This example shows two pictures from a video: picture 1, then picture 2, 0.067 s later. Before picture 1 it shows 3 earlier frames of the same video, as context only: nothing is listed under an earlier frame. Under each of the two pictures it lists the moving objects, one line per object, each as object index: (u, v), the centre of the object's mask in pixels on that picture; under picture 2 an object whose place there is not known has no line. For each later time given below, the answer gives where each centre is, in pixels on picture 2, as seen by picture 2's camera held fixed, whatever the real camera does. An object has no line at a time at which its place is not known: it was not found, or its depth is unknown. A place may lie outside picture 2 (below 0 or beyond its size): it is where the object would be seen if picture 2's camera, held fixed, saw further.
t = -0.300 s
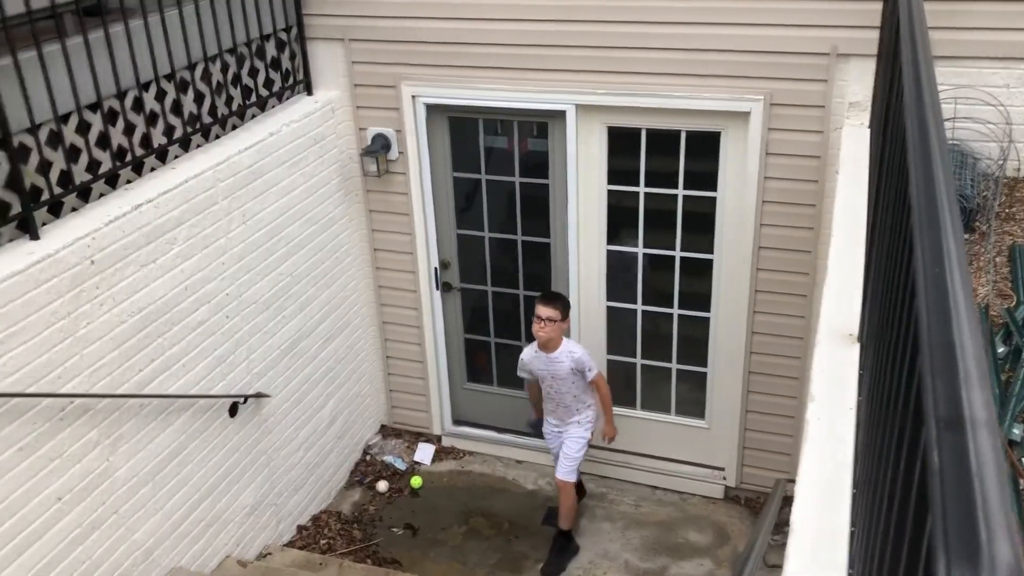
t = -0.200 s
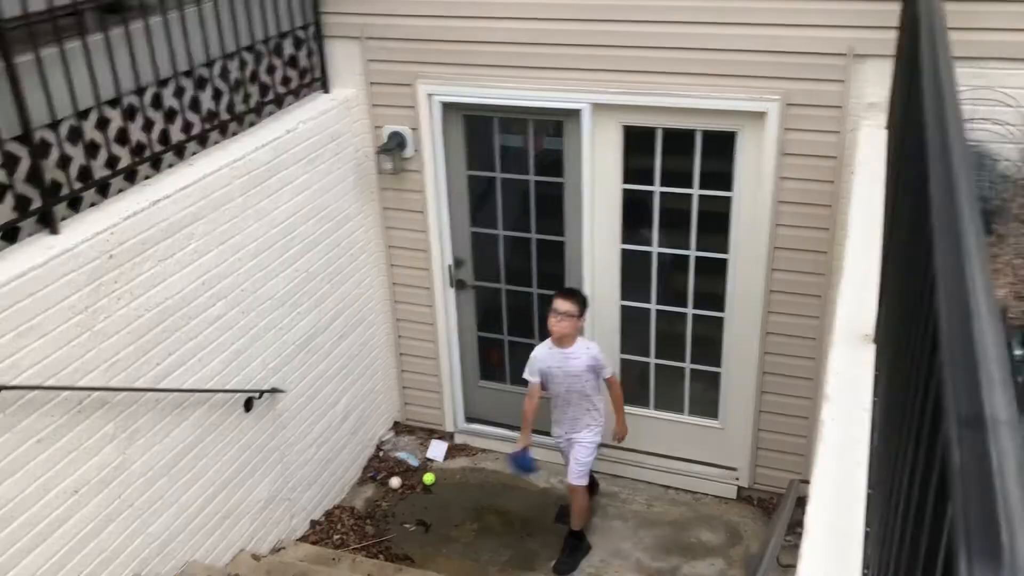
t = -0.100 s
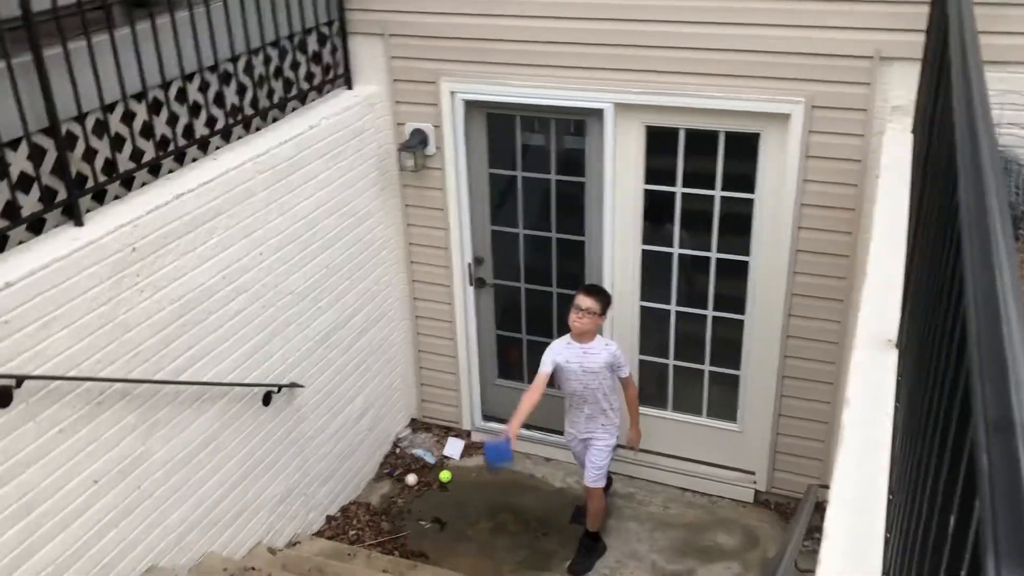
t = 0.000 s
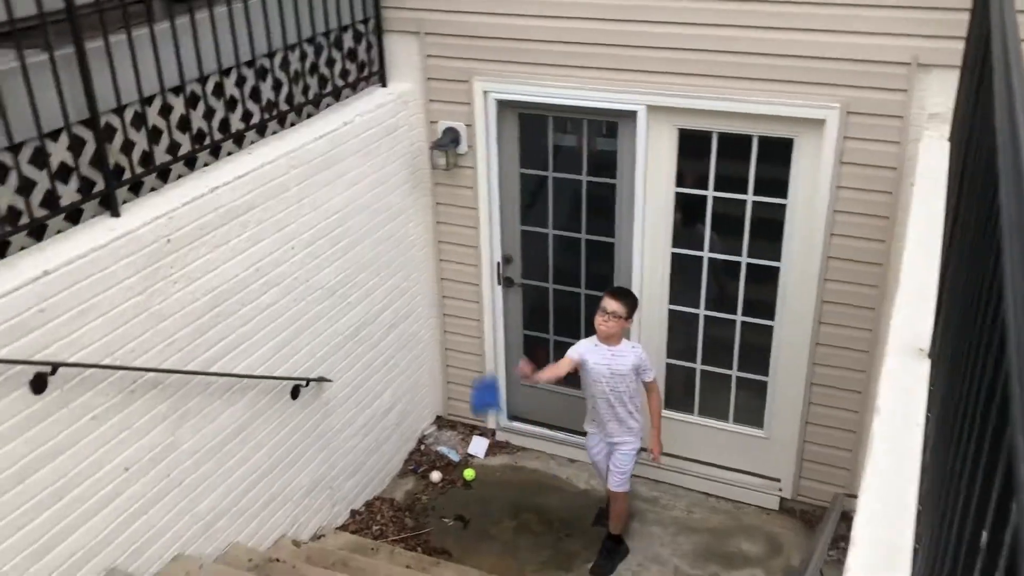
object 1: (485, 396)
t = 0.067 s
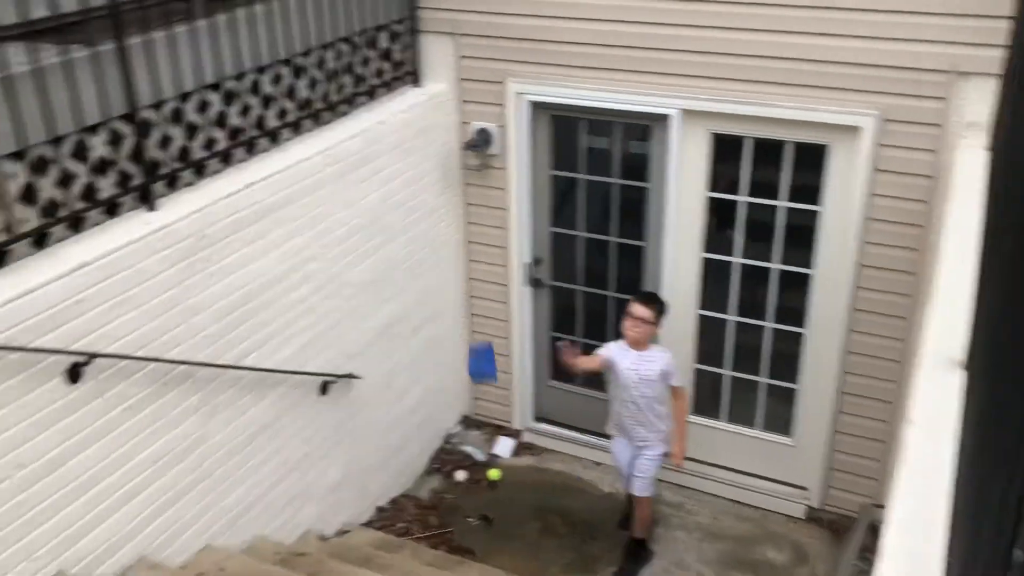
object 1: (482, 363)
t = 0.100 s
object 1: (466, 347)
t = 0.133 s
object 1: (449, 333)
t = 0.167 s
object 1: (432, 322)
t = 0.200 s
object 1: (413, 313)
